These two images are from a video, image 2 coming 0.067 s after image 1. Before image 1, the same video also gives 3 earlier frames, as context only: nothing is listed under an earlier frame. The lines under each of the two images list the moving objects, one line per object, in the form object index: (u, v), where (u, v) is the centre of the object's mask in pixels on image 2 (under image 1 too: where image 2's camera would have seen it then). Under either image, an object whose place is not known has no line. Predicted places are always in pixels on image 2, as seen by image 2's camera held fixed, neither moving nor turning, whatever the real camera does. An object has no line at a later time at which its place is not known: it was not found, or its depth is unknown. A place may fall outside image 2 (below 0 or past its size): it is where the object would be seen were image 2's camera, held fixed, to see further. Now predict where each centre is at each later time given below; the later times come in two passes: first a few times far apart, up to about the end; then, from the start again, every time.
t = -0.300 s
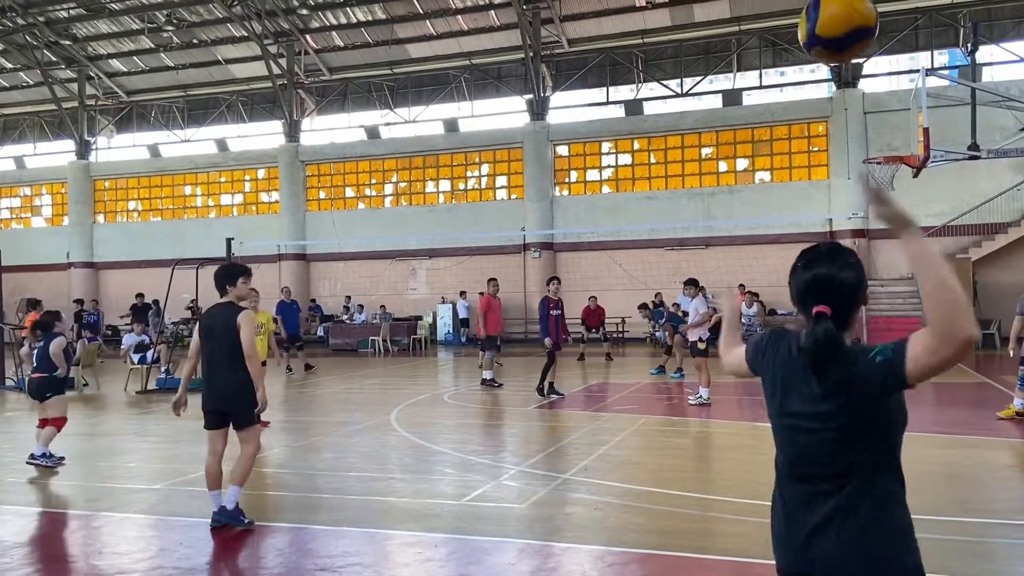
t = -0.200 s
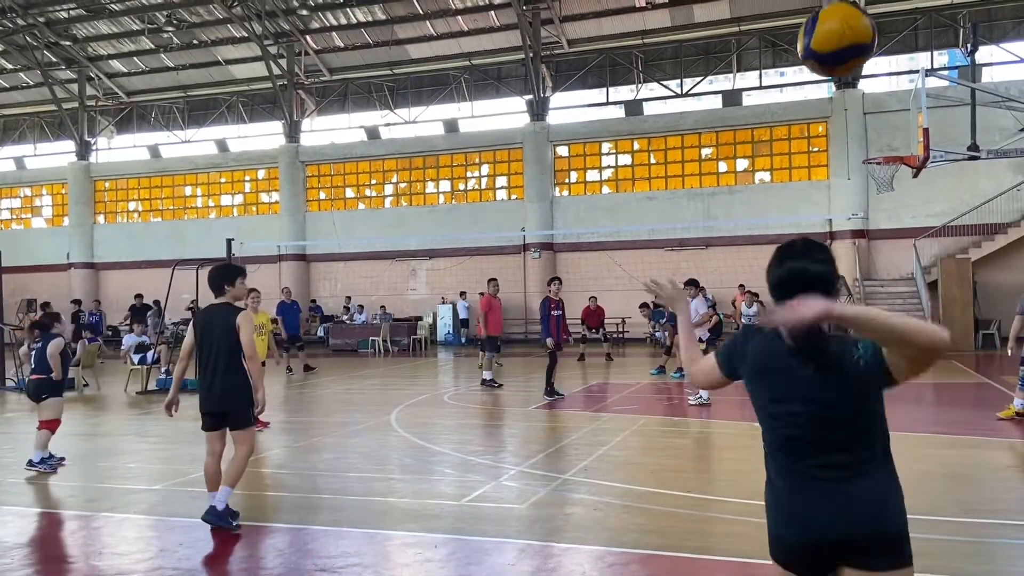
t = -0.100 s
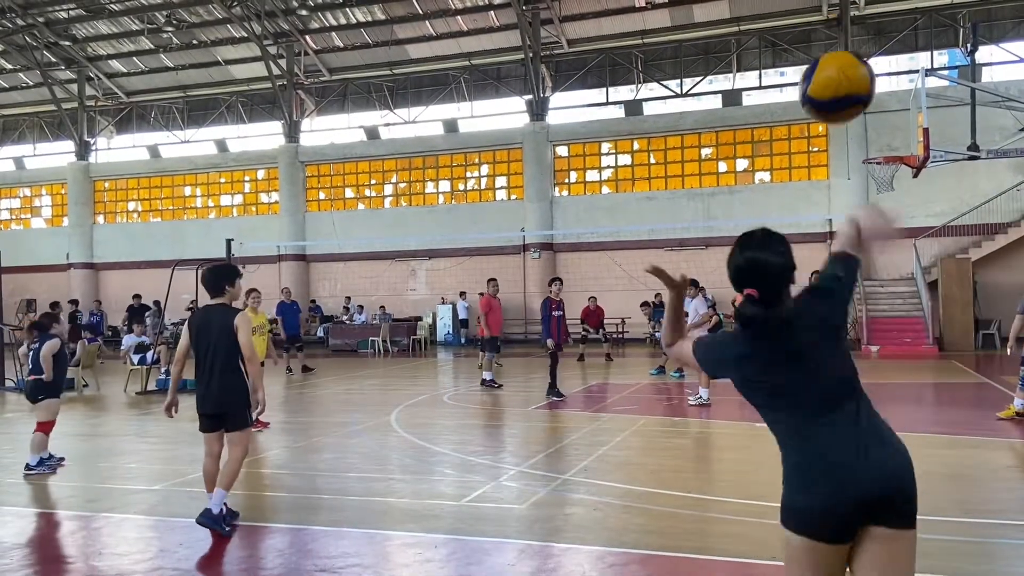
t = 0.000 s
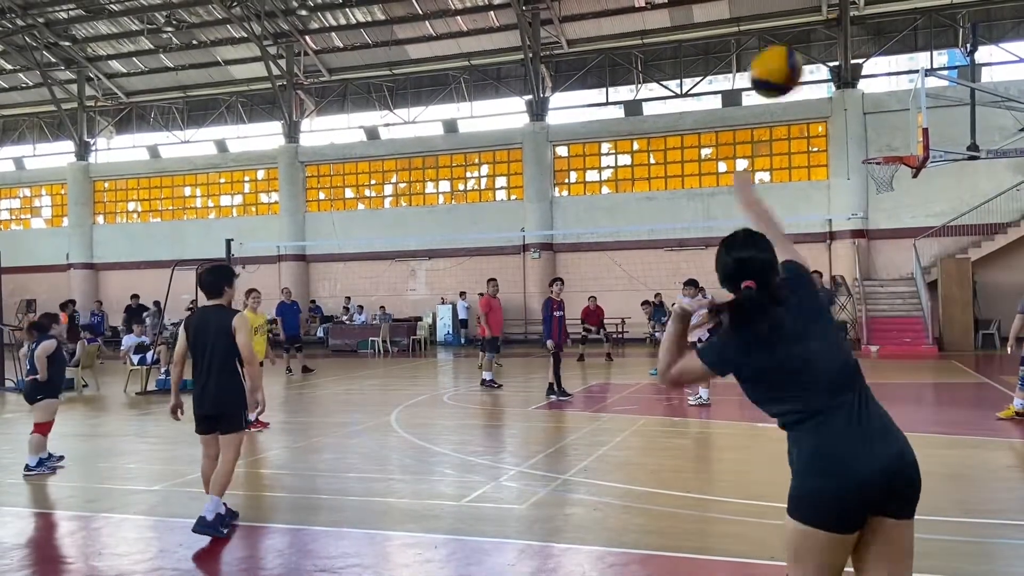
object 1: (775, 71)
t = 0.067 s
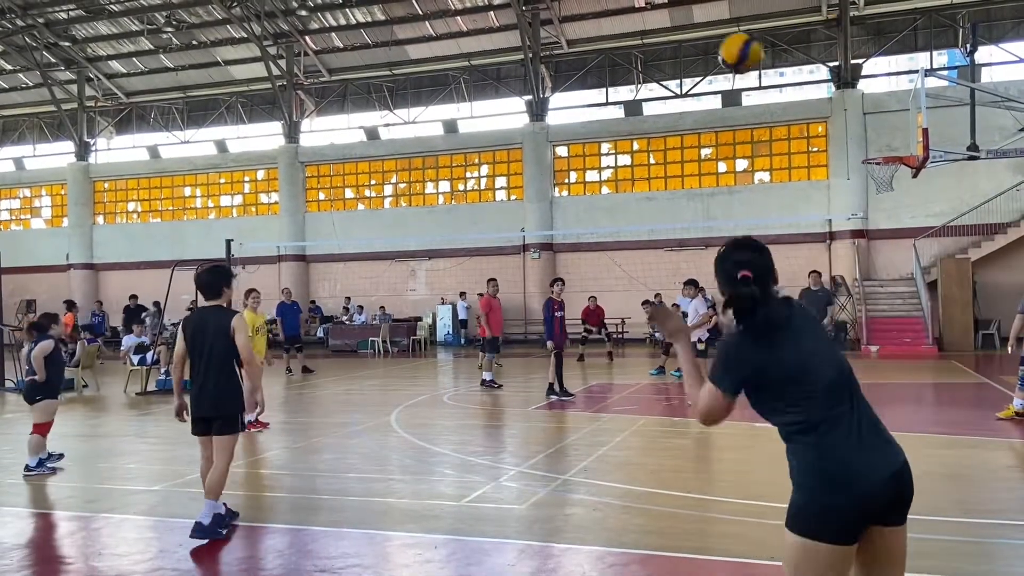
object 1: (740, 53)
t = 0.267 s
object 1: (691, 49)
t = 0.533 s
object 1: (664, 91)
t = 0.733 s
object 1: (656, 133)
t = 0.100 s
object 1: (728, 50)
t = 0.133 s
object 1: (718, 47)
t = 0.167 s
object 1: (710, 45)
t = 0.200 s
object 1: (702, 45)
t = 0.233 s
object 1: (696, 47)
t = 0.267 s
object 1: (691, 49)
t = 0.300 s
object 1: (686, 53)
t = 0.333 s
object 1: (681, 56)
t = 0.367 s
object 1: (677, 60)
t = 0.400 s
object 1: (674, 66)
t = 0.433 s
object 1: (671, 71)
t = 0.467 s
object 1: (668, 77)
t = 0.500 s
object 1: (666, 84)
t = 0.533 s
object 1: (664, 91)
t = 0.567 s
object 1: (662, 98)
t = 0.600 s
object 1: (660, 106)
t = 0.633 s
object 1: (659, 113)
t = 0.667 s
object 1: (658, 117)
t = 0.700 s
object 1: (657, 125)
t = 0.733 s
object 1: (656, 133)
